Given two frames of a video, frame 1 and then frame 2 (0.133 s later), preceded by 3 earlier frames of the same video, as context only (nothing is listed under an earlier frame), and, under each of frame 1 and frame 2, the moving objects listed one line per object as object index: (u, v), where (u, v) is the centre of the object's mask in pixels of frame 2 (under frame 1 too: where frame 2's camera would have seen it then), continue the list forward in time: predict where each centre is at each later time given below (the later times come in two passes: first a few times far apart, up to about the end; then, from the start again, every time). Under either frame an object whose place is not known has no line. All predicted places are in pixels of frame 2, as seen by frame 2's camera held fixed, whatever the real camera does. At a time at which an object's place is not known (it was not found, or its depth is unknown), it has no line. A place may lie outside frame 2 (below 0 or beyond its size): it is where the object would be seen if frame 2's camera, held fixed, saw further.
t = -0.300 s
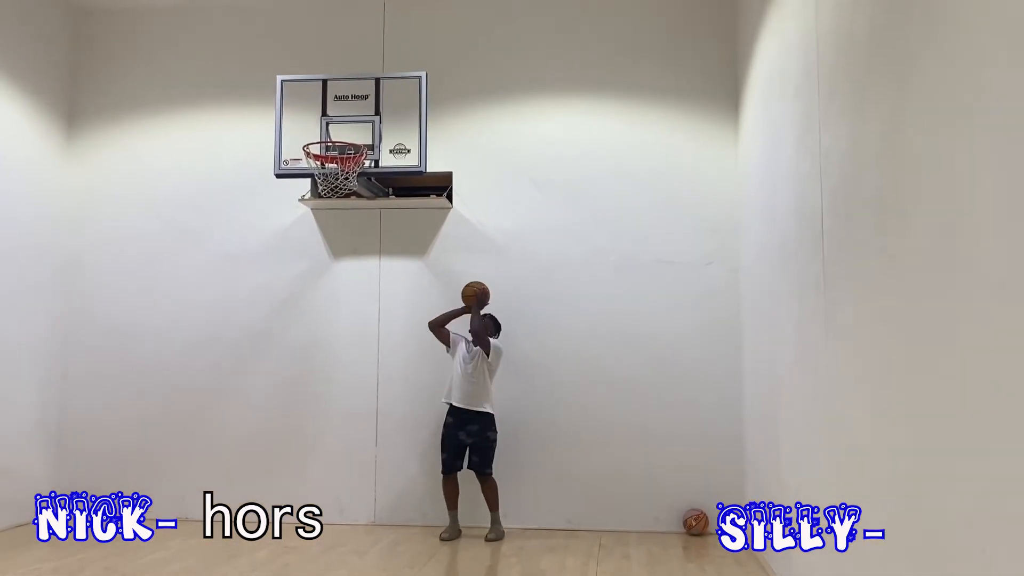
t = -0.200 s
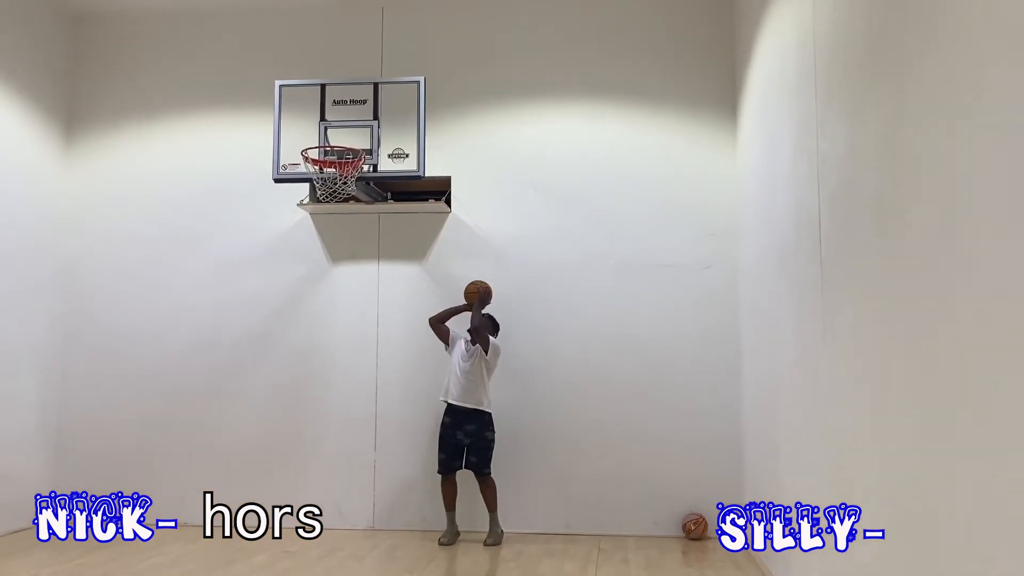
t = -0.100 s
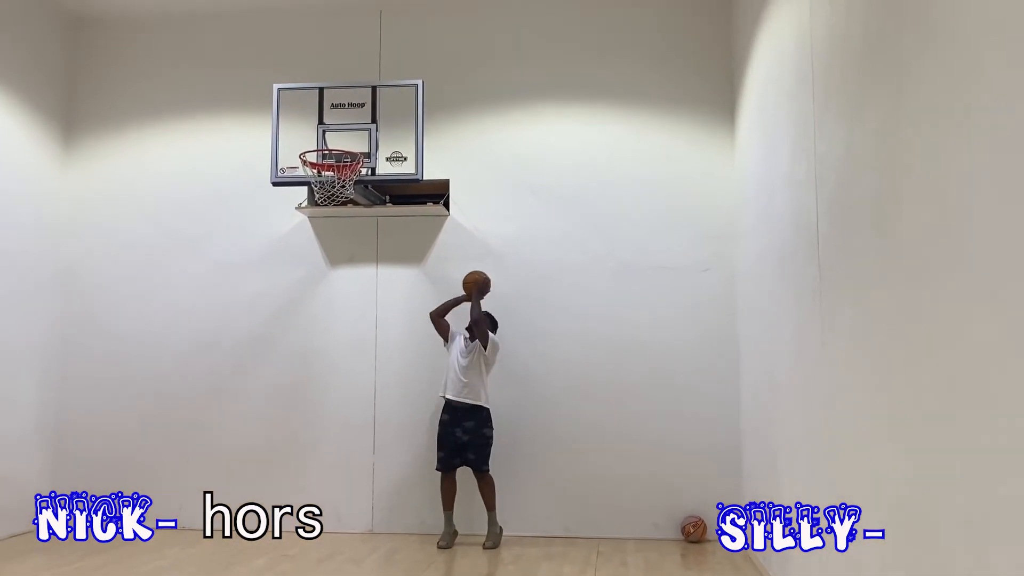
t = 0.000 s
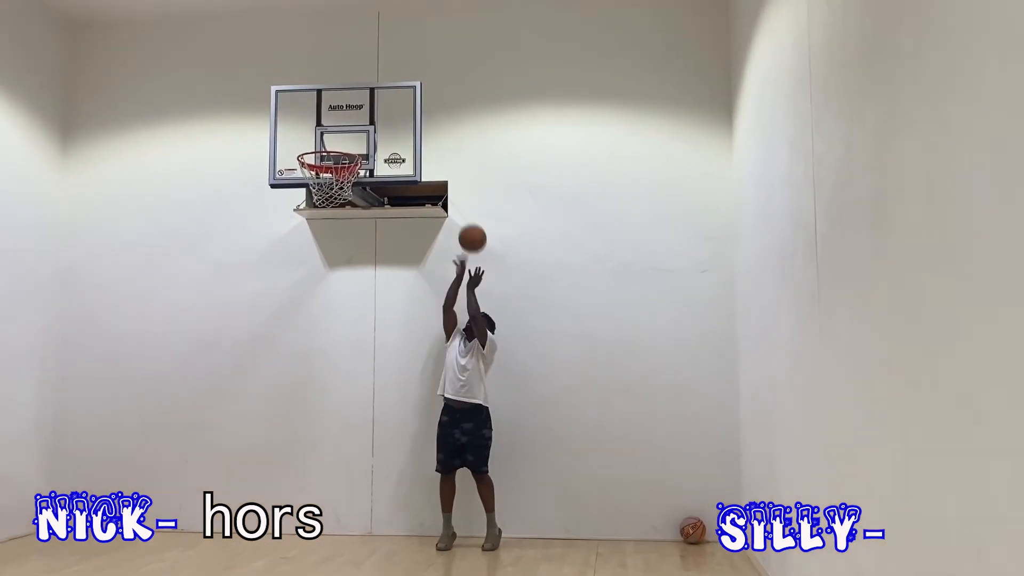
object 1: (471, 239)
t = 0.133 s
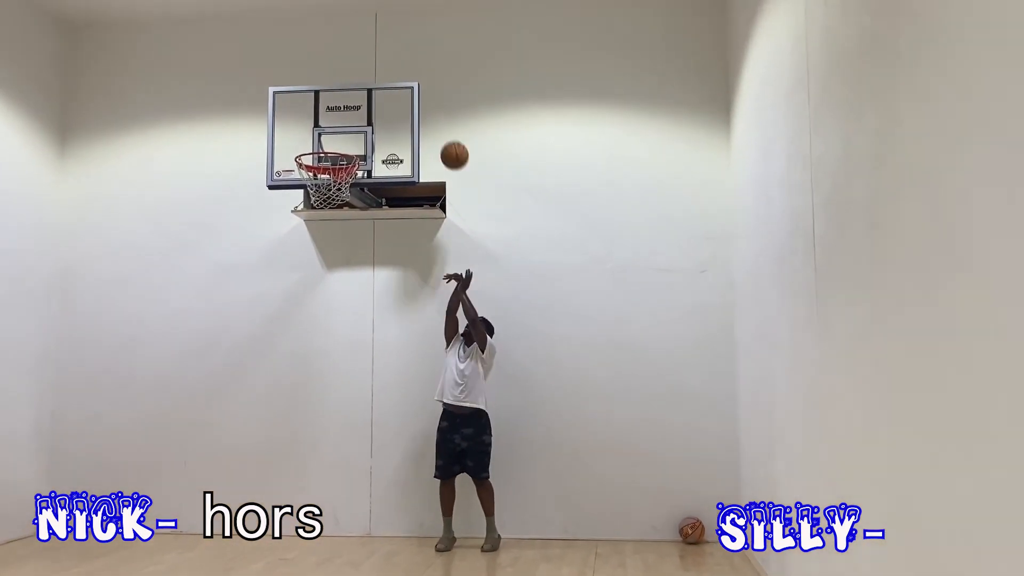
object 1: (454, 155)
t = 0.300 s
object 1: (434, 78)
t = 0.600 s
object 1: (398, 18)
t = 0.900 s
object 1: (360, 55)
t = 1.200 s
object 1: (323, 184)
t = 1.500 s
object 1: (303, 341)
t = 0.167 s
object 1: (450, 137)
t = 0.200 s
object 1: (446, 121)
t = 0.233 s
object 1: (442, 105)
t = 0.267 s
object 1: (438, 91)
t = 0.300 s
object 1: (434, 78)
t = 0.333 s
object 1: (430, 66)
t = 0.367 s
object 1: (426, 55)
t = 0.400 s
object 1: (422, 46)
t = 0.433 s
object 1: (418, 37)
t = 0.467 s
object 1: (414, 30)
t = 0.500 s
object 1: (410, 25)
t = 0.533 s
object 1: (406, 20)
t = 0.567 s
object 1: (402, 19)
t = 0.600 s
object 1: (398, 18)
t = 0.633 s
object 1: (393, 19)
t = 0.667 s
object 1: (389, 19)
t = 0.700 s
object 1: (385, 20)
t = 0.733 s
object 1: (381, 22)
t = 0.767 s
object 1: (377, 25)
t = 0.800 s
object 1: (373, 30)
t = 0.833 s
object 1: (368, 37)
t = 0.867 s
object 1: (364, 46)
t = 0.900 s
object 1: (360, 55)
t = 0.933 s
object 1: (356, 66)
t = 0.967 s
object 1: (352, 78)
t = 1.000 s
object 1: (347, 92)
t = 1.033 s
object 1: (344, 107)
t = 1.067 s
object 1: (339, 124)
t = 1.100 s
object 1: (334, 140)
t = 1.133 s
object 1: (329, 161)
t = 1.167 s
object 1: (325, 168)
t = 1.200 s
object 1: (323, 184)
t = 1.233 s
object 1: (322, 198)
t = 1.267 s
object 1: (318, 209)
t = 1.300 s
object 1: (316, 223)
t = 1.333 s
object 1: (315, 238)
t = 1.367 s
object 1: (313, 254)
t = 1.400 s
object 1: (311, 273)
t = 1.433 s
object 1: (309, 294)
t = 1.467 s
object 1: (306, 317)
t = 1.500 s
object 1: (303, 341)
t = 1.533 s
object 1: (300, 368)
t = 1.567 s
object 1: (297, 397)
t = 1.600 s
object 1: (294, 428)
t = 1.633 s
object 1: (291, 462)
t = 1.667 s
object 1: (286, 499)
